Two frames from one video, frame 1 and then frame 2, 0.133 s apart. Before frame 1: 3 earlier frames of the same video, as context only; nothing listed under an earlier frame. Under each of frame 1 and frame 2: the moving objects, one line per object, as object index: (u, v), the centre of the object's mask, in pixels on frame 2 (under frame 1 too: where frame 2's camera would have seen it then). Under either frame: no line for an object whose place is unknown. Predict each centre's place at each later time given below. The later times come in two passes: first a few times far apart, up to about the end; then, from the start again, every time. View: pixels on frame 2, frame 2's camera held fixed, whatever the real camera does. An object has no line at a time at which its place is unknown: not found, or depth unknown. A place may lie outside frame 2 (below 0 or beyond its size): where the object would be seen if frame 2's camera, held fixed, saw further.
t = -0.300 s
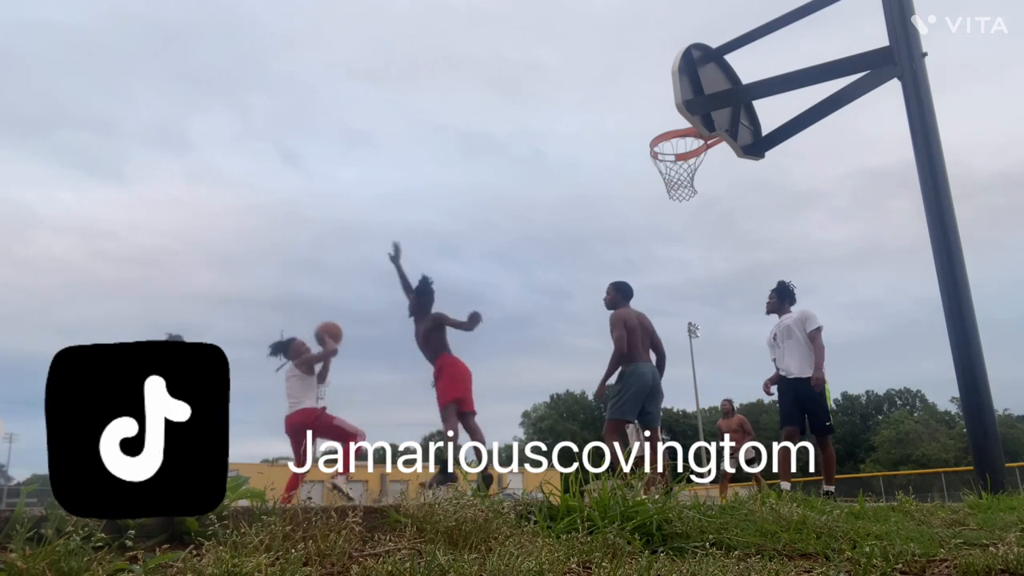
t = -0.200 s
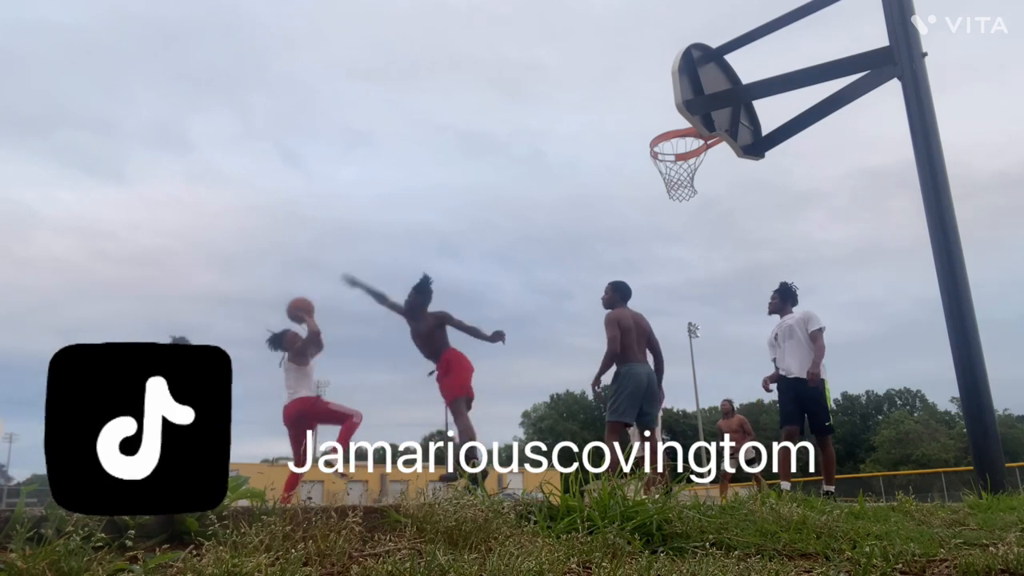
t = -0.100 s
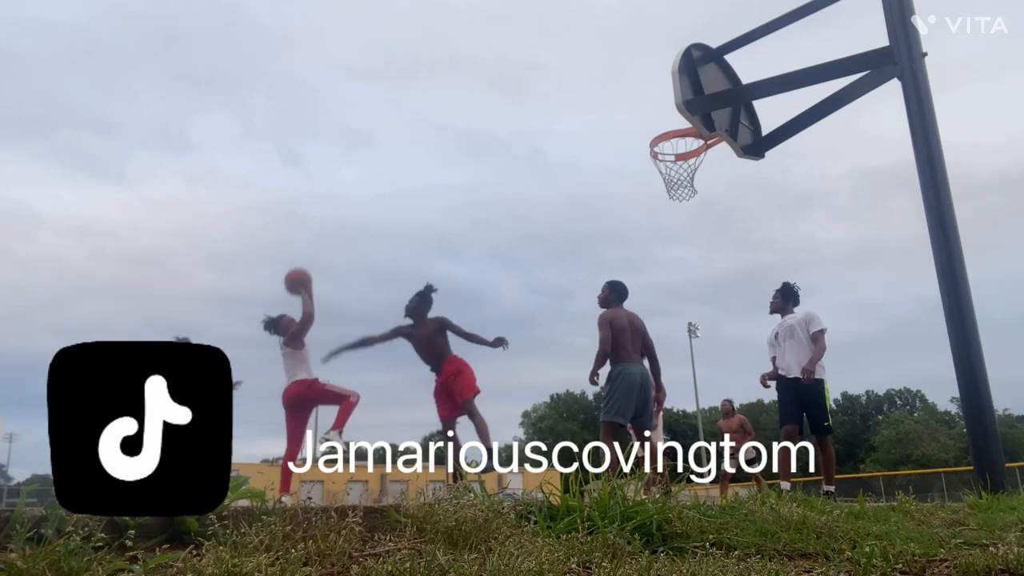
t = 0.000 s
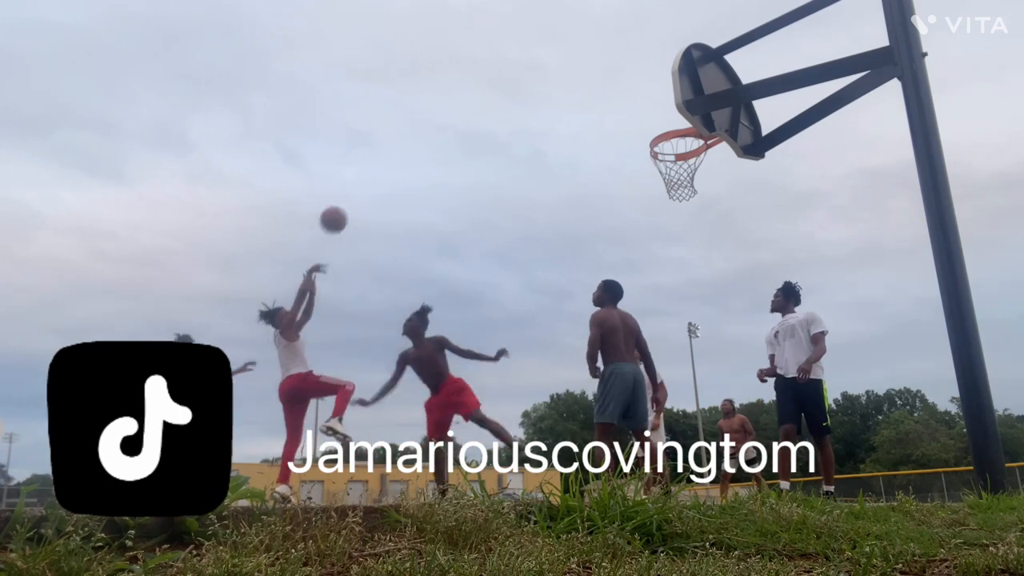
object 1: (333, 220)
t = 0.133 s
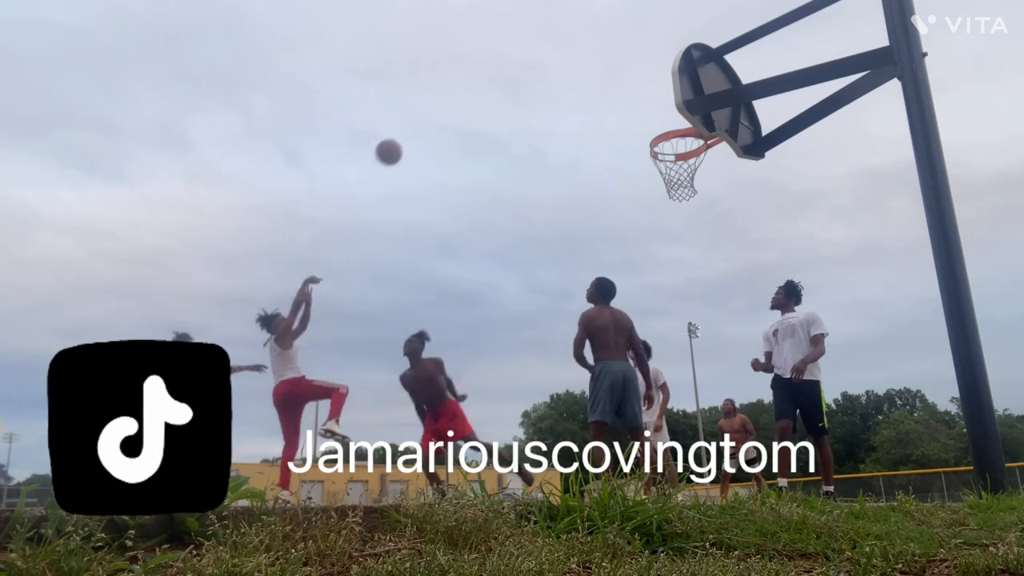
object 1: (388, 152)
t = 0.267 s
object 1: (442, 103)
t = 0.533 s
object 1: (546, 56)
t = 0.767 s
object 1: (642, 67)
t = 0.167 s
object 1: (402, 138)
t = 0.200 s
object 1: (416, 125)
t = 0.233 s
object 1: (429, 114)
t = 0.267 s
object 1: (442, 103)
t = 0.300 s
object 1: (455, 94)
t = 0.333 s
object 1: (468, 85)
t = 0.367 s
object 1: (481, 78)
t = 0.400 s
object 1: (494, 72)
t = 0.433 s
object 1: (507, 66)
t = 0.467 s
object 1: (520, 62)
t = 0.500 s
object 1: (533, 58)
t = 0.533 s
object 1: (546, 56)
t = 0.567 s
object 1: (560, 54)
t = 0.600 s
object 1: (573, 54)
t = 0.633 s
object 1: (587, 54)
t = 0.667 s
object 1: (600, 56)
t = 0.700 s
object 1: (614, 59)
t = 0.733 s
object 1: (628, 62)
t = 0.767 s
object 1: (642, 67)
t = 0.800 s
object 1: (656, 73)
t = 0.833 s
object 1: (665, 80)
